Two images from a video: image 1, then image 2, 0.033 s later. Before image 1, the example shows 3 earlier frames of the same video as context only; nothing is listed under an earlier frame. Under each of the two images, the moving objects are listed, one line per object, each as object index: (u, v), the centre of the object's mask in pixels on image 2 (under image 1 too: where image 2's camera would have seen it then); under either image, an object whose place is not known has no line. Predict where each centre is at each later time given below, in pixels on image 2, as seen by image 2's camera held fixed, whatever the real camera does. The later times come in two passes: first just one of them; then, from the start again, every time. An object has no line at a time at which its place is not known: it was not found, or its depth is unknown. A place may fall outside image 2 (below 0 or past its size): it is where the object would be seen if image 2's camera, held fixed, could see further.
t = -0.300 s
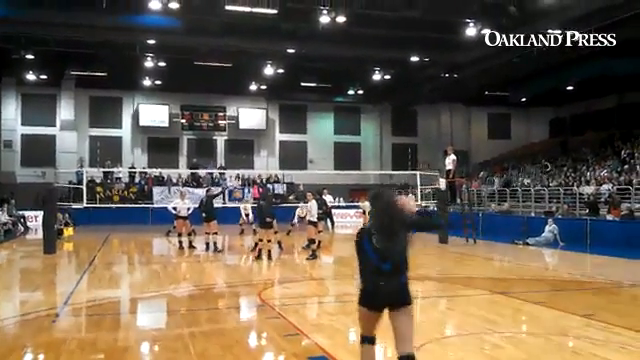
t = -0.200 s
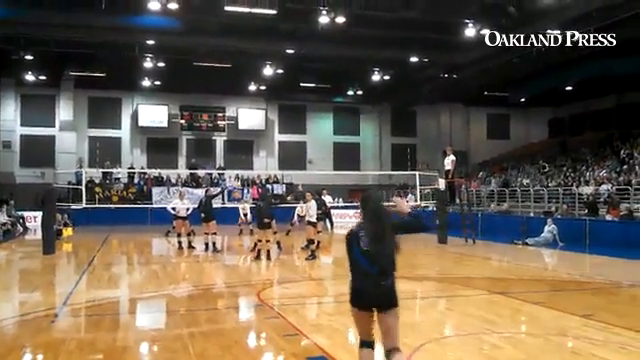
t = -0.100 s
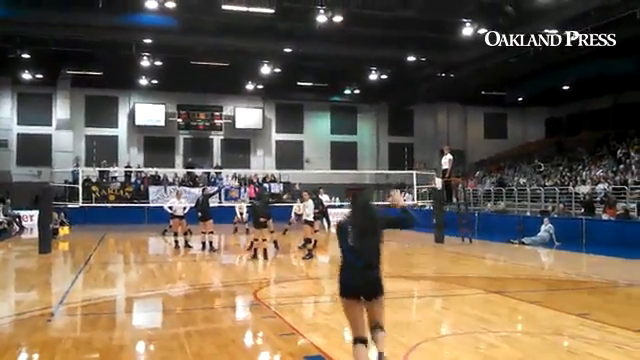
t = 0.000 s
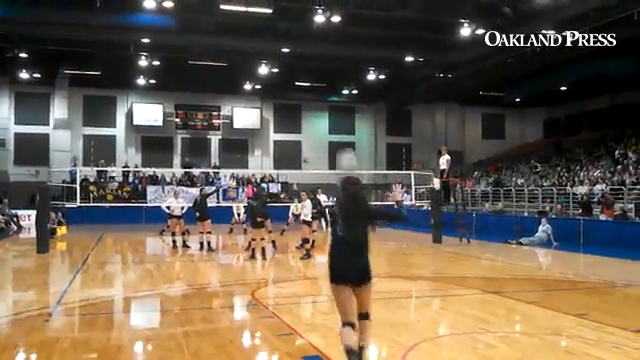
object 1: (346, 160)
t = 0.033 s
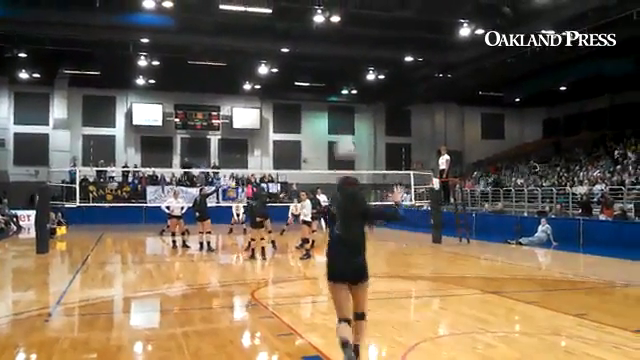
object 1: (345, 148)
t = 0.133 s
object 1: (341, 110)
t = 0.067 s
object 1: (343, 134)
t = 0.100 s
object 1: (342, 121)
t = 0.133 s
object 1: (341, 110)
